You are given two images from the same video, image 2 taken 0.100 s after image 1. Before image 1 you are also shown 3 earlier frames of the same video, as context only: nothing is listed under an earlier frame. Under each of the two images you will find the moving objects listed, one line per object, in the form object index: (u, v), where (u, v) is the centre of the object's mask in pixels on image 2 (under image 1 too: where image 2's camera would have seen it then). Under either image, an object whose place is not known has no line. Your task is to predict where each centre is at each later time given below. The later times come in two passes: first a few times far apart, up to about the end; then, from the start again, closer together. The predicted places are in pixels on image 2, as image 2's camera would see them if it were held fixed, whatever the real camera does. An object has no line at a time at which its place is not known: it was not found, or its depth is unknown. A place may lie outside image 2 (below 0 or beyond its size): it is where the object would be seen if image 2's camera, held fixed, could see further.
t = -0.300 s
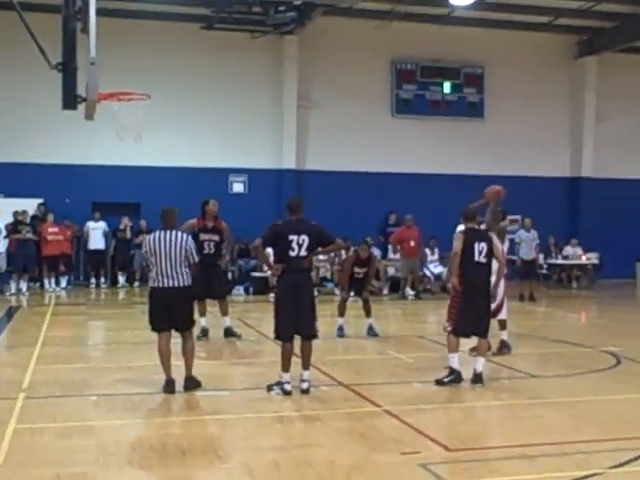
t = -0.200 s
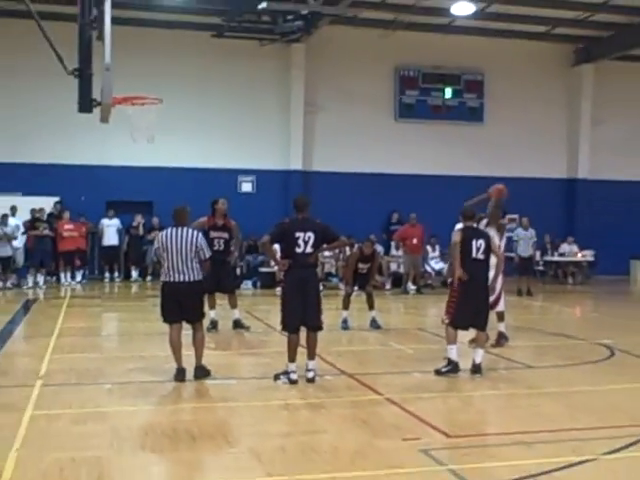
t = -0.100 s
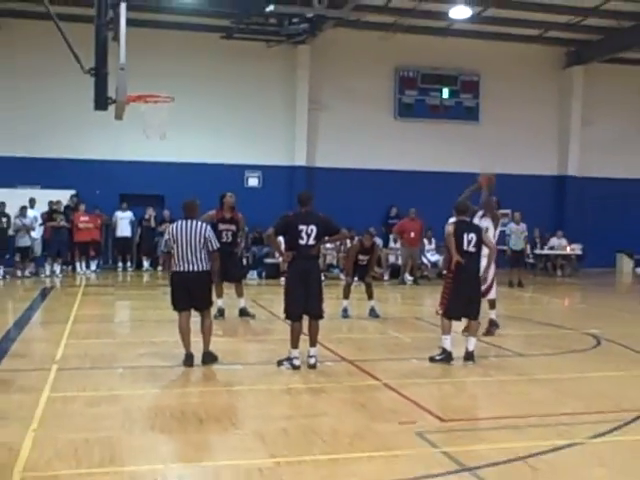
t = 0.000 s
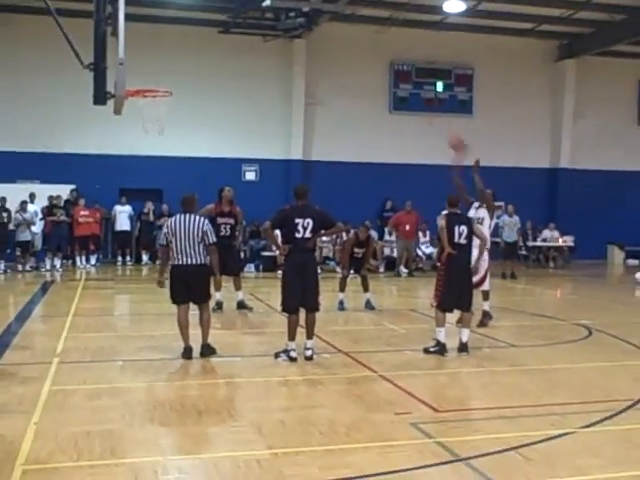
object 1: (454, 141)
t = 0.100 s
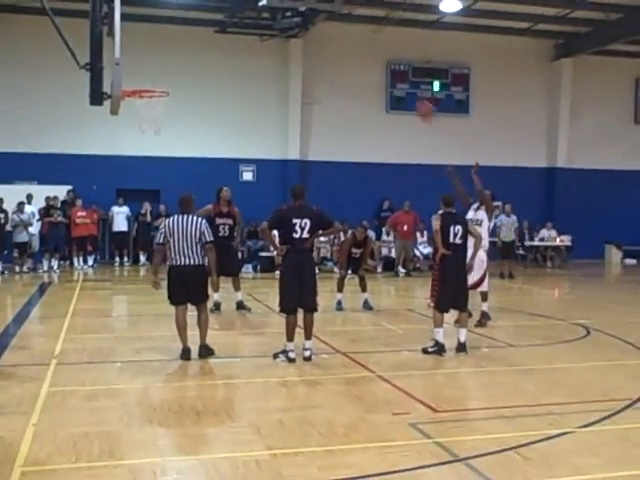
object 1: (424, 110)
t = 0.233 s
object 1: (381, 82)
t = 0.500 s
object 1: (293, 41)
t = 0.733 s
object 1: (216, 51)
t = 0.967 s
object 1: (137, 107)
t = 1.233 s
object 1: (134, 171)
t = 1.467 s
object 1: (132, 274)
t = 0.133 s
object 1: (416, 101)
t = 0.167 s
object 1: (406, 89)
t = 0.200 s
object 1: (396, 80)
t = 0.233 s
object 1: (381, 82)
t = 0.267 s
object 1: (372, 69)
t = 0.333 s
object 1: (348, 57)
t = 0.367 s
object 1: (339, 53)
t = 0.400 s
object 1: (329, 48)
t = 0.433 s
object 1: (319, 45)
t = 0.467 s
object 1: (307, 42)
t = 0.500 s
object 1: (293, 41)
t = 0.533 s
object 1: (284, 39)
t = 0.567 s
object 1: (276, 39)
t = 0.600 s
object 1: (263, 41)
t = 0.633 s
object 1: (251, 42)
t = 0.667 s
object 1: (239, 46)
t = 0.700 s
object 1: (227, 49)
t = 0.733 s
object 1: (216, 51)
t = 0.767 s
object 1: (206, 57)
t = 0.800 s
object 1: (194, 64)
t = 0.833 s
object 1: (181, 71)
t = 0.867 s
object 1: (168, 80)
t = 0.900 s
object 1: (158, 86)
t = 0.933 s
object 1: (147, 97)
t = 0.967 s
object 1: (137, 107)
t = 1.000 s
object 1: (134, 112)
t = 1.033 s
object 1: (133, 118)
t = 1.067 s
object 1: (134, 124)
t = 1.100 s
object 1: (135, 131)
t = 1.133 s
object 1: (135, 141)
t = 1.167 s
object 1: (134, 150)
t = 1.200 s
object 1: (134, 161)
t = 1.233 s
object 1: (134, 171)
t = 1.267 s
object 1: (135, 181)
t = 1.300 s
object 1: (135, 194)
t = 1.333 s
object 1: (136, 207)
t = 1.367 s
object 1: (136, 225)
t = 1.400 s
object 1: (134, 241)
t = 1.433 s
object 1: (133, 252)
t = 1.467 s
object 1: (132, 274)
